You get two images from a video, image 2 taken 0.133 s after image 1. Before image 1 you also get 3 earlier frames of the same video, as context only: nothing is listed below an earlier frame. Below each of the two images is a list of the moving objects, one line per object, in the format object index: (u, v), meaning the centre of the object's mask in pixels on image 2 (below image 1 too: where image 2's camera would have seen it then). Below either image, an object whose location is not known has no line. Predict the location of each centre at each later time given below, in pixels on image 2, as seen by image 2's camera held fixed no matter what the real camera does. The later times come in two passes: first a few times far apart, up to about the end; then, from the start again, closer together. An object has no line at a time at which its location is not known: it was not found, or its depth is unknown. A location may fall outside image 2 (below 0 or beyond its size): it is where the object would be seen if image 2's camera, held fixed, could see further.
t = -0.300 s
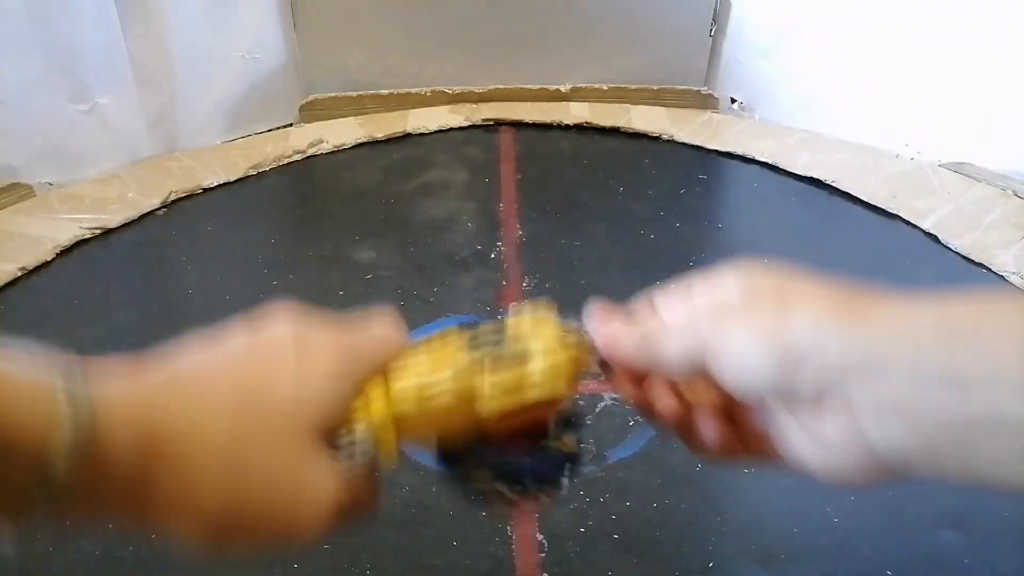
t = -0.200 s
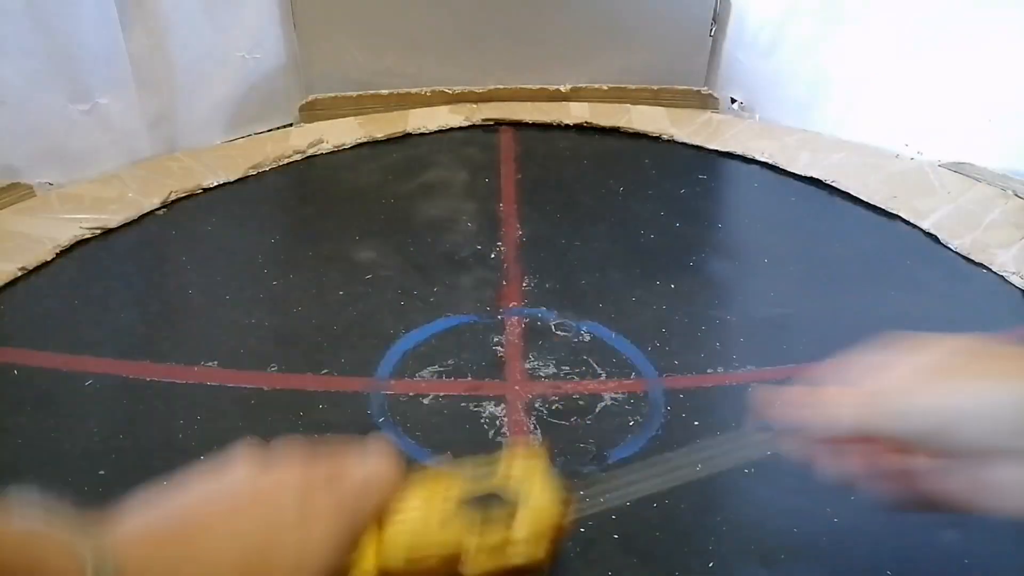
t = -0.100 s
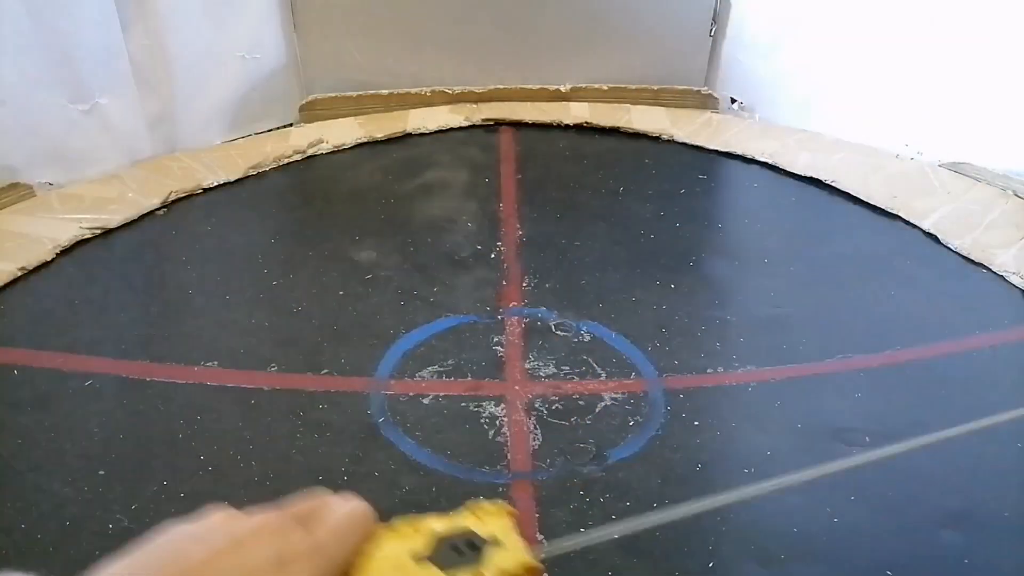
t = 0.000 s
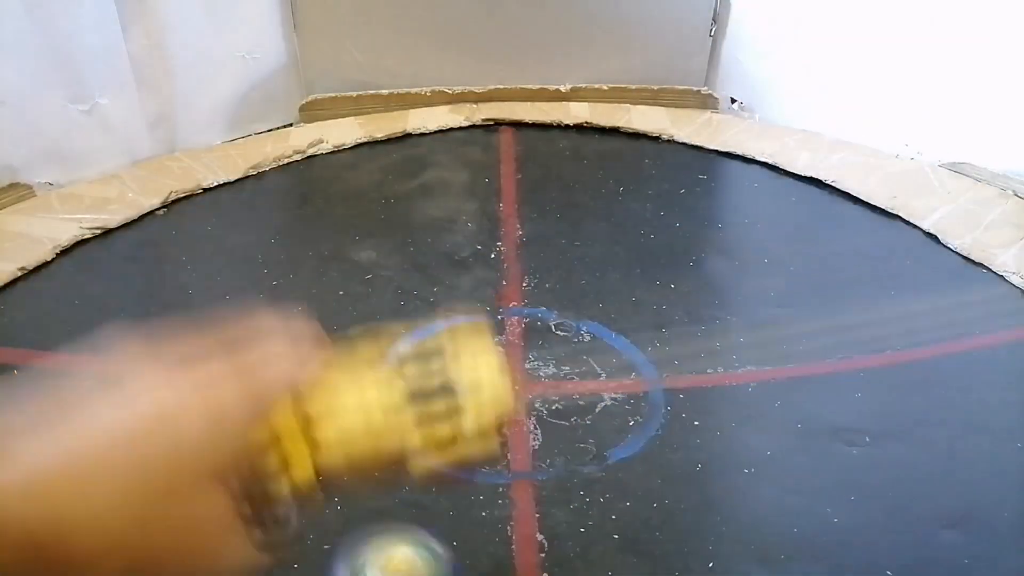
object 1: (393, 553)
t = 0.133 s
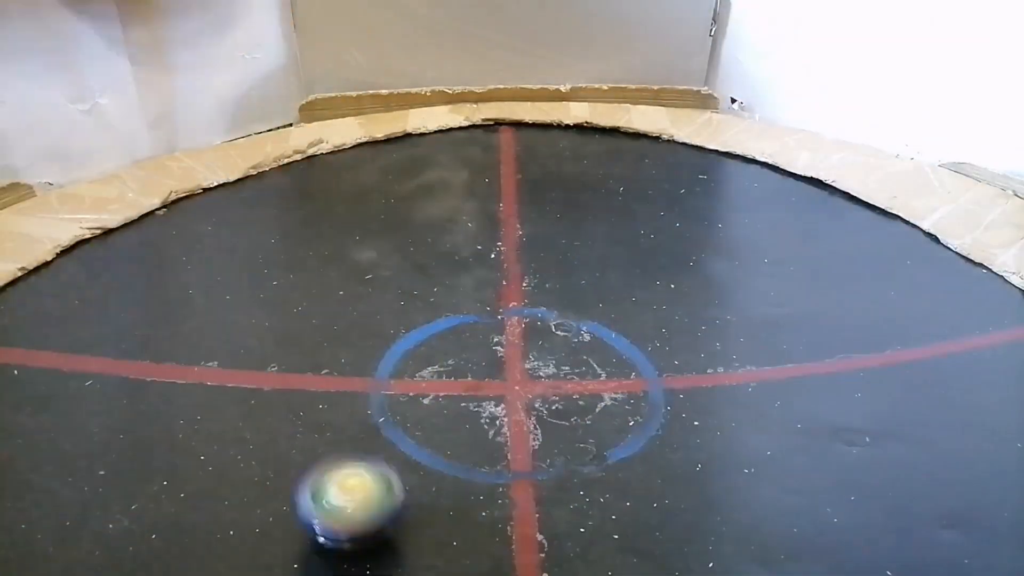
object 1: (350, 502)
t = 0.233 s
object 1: (342, 443)
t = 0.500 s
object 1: (365, 331)
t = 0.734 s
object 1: (399, 300)
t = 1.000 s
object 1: (424, 307)
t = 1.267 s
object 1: (442, 321)
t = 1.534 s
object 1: (459, 333)
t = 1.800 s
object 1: (472, 340)
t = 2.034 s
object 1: (477, 343)
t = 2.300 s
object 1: (476, 347)
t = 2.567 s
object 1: (475, 350)
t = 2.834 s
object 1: (479, 353)
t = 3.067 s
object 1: (487, 354)
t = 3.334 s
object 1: (495, 353)
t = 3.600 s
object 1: (508, 354)
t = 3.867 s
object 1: (518, 353)
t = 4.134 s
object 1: (518, 352)
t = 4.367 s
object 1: (520, 352)
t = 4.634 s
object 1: (525, 354)
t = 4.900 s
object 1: (530, 357)
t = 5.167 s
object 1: (534, 357)
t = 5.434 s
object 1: (535, 356)
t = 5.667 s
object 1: (536, 356)
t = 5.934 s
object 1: (537, 356)
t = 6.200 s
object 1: (537, 356)
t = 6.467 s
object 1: (537, 356)
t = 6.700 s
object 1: (535, 356)
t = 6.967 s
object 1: (533, 357)
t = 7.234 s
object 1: (532, 357)
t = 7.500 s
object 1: (533, 356)
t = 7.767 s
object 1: (535, 355)
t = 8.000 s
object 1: (536, 356)
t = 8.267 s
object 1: (537, 356)
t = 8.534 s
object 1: (536, 357)
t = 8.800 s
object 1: (533, 357)
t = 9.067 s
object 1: (531, 357)
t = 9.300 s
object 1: (531, 357)
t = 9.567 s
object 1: (532, 357)
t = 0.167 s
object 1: (346, 480)
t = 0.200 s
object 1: (343, 462)
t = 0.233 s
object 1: (342, 443)
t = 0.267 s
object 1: (343, 424)
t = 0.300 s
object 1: (344, 407)
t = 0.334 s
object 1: (346, 391)
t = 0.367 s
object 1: (349, 376)
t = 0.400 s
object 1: (353, 363)
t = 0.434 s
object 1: (357, 351)
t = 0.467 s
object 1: (360, 341)
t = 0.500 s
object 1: (365, 331)
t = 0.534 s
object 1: (370, 323)
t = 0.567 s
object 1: (375, 316)
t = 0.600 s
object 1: (381, 310)
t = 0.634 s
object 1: (386, 306)
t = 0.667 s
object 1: (390, 303)
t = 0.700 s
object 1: (395, 301)
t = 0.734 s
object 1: (399, 300)
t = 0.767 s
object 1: (403, 299)
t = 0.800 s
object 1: (407, 300)
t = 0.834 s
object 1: (410, 300)
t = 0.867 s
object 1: (413, 302)
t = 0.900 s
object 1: (416, 303)
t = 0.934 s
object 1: (419, 304)
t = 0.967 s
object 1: (422, 306)
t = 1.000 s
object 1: (424, 307)
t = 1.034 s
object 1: (427, 309)
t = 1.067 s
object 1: (429, 311)
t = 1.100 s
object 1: (432, 313)
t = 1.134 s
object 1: (434, 314)
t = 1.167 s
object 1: (436, 316)
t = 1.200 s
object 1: (438, 317)
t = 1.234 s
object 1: (440, 319)
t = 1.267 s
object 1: (442, 321)
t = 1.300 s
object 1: (444, 322)
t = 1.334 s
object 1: (447, 324)
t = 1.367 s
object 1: (449, 325)
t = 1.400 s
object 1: (451, 327)
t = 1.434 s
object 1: (453, 328)
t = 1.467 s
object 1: (455, 330)
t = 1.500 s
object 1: (457, 332)
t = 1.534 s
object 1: (459, 333)
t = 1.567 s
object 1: (462, 334)
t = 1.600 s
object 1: (464, 335)
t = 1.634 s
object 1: (466, 336)
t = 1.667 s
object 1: (467, 337)
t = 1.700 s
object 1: (468, 338)
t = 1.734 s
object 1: (470, 339)
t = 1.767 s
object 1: (471, 339)
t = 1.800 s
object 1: (472, 340)
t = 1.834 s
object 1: (473, 340)
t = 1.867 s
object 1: (473, 340)
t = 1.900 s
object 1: (474, 341)
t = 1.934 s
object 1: (475, 342)
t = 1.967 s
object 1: (476, 342)
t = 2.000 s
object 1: (476, 343)
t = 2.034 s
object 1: (477, 343)
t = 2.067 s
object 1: (477, 344)
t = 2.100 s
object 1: (477, 344)
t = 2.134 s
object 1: (477, 344)
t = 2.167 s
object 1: (477, 345)
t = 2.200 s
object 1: (477, 345)
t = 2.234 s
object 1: (477, 346)
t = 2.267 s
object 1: (476, 346)
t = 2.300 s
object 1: (476, 347)
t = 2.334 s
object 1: (476, 347)
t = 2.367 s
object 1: (476, 348)
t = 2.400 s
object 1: (475, 348)
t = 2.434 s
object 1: (475, 349)
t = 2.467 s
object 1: (475, 349)
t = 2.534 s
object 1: (475, 350)
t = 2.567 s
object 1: (475, 350)
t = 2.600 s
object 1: (475, 351)
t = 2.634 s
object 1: (475, 351)
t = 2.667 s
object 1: (475, 351)
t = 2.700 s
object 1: (476, 352)
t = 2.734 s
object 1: (476, 352)
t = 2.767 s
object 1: (477, 353)
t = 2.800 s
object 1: (478, 353)
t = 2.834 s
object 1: (479, 353)
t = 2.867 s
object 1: (480, 354)
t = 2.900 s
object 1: (481, 354)
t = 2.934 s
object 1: (483, 354)
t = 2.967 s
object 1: (484, 354)
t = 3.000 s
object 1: (485, 354)
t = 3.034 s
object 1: (486, 354)
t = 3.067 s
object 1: (487, 354)
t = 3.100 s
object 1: (488, 353)
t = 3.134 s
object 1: (488, 354)
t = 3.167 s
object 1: (489, 354)
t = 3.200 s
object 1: (490, 354)
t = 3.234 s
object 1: (491, 353)
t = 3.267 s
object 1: (492, 353)
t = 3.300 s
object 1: (493, 354)
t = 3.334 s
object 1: (495, 353)
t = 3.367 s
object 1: (496, 354)
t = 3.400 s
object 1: (498, 354)
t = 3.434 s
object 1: (499, 354)
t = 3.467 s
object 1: (501, 354)
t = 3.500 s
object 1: (503, 354)
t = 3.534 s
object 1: (505, 354)
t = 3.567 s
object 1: (506, 354)
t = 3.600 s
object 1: (508, 354)
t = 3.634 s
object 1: (510, 354)
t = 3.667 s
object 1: (512, 354)
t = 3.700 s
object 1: (513, 354)
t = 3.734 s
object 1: (514, 353)
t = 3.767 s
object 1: (515, 353)
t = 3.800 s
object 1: (516, 353)
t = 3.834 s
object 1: (517, 353)
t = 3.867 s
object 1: (518, 353)
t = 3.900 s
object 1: (519, 353)
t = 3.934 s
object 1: (519, 352)
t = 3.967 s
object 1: (519, 352)
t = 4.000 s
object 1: (518, 351)
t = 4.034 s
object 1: (518, 351)
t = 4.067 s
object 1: (518, 351)
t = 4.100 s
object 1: (518, 351)
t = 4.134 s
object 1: (518, 352)
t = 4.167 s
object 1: (518, 352)
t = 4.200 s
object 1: (518, 352)
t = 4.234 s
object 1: (519, 352)
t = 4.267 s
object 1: (519, 352)
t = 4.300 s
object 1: (519, 352)
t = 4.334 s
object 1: (520, 352)
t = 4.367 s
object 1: (520, 352)
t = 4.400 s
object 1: (521, 353)
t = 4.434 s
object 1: (522, 352)
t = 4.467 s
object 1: (522, 353)
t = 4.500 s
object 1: (522, 353)
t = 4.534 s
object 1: (523, 353)
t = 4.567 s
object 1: (523, 353)
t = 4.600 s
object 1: (524, 353)
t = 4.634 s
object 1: (525, 354)
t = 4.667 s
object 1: (525, 354)
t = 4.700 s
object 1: (526, 354)
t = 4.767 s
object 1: (527, 355)
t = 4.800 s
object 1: (527, 355)
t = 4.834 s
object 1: (528, 356)
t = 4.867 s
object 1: (529, 356)
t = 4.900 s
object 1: (530, 357)
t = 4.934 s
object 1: (531, 356)
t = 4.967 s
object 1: (532, 357)
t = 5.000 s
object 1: (532, 357)
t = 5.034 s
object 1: (533, 357)
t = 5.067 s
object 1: (533, 357)
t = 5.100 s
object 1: (533, 357)
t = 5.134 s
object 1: (533, 357)
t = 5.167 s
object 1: (534, 357)
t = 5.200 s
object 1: (534, 356)
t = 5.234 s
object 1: (534, 356)
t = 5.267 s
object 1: (534, 356)
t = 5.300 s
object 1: (534, 356)
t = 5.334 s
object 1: (535, 356)
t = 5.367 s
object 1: (535, 356)
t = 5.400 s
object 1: (535, 356)
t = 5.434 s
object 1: (535, 356)
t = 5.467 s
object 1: (535, 356)
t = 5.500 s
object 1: (535, 356)
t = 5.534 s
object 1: (535, 356)
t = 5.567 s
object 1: (535, 356)
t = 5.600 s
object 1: (535, 356)
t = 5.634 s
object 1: (536, 356)
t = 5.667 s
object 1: (536, 356)
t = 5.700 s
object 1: (536, 356)
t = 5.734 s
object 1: (536, 356)
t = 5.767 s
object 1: (536, 356)
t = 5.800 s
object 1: (536, 356)
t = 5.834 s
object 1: (536, 356)
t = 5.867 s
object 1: (537, 357)
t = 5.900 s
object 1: (536, 356)
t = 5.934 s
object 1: (537, 356)
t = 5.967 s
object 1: (537, 357)
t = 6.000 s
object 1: (537, 357)
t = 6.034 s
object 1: (537, 357)
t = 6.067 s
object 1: (537, 356)
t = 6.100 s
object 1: (537, 356)
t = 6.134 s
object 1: (537, 356)
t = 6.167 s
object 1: (538, 356)
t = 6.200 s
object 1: (537, 356)
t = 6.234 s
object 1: (537, 355)
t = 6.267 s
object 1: (537, 356)
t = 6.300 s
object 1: (537, 356)
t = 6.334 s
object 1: (537, 356)
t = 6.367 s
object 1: (537, 356)
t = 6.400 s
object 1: (537, 356)
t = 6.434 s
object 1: (537, 356)
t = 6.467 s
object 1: (537, 356)
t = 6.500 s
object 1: (536, 356)
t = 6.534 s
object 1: (536, 356)
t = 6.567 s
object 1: (536, 356)
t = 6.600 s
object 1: (535, 356)
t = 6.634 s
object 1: (535, 356)
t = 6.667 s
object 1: (535, 356)
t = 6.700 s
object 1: (535, 356)
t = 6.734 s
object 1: (535, 356)
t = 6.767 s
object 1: (534, 357)
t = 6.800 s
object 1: (534, 357)
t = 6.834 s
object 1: (534, 357)
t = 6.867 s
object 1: (534, 357)
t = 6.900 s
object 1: (534, 357)
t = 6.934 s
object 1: (534, 357)
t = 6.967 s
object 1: (533, 357)
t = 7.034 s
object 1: (533, 357)
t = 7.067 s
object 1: (533, 357)
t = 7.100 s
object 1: (532, 357)
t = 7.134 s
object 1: (532, 357)
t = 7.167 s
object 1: (532, 357)
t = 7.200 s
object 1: (532, 357)
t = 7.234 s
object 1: (532, 357)
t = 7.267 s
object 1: (532, 357)
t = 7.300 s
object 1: (532, 356)
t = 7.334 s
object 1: (532, 357)
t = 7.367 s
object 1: (533, 356)
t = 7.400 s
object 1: (533, 356)
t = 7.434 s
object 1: (533, 356)
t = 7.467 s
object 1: (533, 356)
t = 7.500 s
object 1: (533, 356)
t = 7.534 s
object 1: (534, 356)
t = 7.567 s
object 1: (534, 356)
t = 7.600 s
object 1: (534, 355)
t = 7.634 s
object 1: (535, 356)
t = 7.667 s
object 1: (535, 356)
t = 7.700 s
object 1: (535, 356)
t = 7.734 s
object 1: (535, 355)
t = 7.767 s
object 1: (535, 355)
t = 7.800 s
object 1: (535, 356)
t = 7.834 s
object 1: (535, 356)
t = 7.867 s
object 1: (535, 356)
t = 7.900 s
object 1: (535, 356)
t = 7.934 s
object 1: (535, 356)
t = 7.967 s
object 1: (536, 356)
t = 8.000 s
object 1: (536, 356)
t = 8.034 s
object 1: (536, 356)
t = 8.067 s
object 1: (536, 356)
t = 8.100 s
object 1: (536, 356)
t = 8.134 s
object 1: (536, 356)
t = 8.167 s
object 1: (536, 356)
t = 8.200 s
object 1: (537, 356)
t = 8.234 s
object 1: (537, 356)
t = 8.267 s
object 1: (537, 356)
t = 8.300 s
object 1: (537, 356)
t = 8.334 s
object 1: (537, 356)
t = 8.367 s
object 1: (537, 356)
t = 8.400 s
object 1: (536, 356)
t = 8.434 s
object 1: (537, 356)
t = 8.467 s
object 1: (536, 356)
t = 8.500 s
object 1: (536, 356)
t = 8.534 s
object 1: (536, 357)
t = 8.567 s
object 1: (536, 356)
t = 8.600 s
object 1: (536, 357)
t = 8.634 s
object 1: (536, 357)
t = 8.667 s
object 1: (535, 357)
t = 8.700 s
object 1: (535, 357)
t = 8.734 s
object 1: (534, 357)
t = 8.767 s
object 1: (534, 357)
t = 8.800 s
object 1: (533, 357)
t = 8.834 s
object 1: (533, 357)
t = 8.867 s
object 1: (532, 357)
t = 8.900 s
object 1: (532, 357)
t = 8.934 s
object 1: (532, 357)
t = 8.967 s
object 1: (531, 357)
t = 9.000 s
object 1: (531, 357)
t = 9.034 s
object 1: (531, 357)
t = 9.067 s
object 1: (531, 357)
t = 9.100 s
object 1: (531, 357)
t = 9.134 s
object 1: (531, 357)
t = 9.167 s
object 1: (531, 357)
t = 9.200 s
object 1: (531, 357)
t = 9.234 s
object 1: (531, 357)
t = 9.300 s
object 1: (531, 357)
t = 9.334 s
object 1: (531, 357)
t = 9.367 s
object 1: (531, 357)
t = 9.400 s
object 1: (531, 357)
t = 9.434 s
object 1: (531, 357)
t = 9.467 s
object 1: (531, 357)
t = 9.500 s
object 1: (531, 357)
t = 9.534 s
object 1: (531, 357)
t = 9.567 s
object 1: (532, 357)
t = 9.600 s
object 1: (532, 357)
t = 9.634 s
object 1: (532, 356)
